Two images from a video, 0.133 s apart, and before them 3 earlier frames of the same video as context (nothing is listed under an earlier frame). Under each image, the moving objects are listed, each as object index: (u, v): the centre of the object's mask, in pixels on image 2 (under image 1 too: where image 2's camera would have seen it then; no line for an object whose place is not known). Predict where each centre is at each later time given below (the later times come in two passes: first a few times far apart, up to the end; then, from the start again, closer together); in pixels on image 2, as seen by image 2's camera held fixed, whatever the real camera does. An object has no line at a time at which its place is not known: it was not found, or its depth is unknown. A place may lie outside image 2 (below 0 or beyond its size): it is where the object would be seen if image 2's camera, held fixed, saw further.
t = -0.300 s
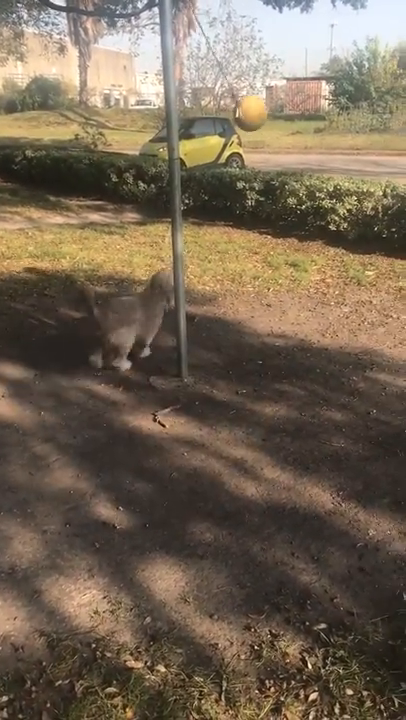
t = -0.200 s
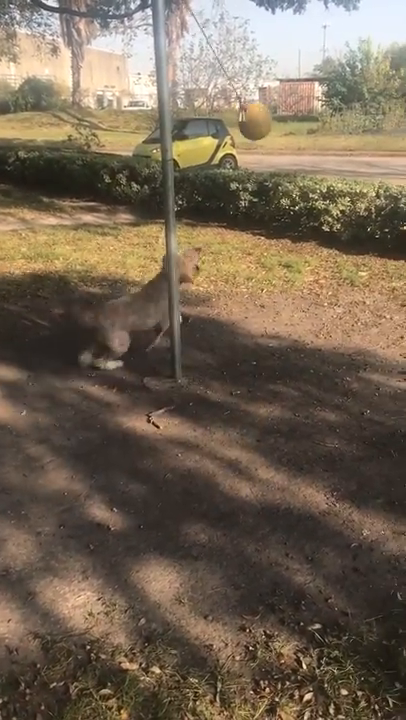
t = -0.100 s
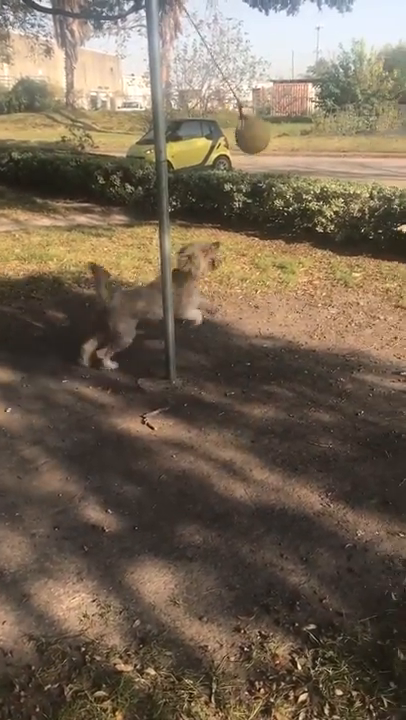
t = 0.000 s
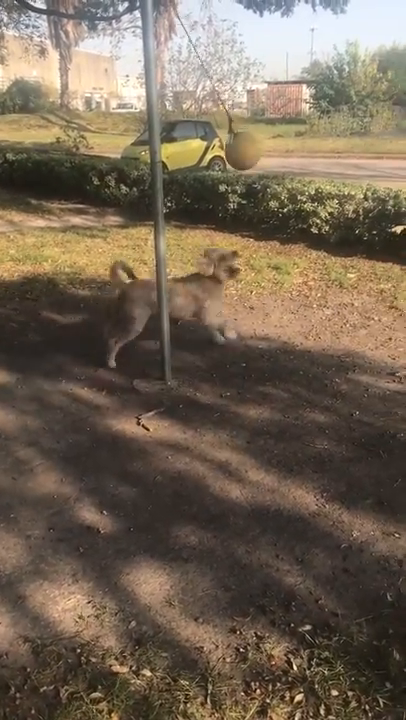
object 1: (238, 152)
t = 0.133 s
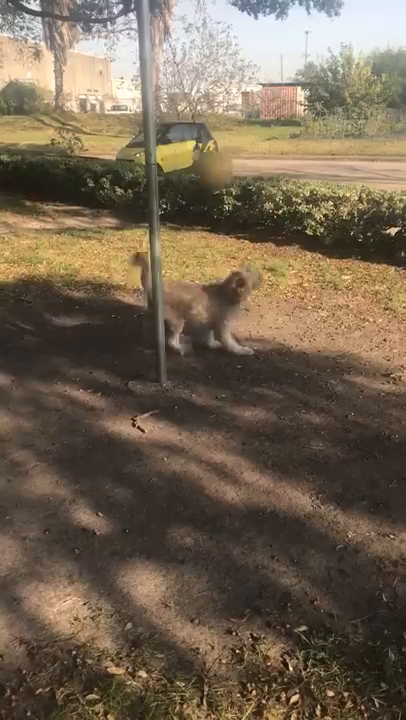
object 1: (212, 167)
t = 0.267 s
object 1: (170, 173)
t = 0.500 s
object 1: (80, 146)
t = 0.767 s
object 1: (36, 132)
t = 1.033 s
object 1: (78, 160)
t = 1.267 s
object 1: (165, 158)
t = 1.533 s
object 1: (223, 131)
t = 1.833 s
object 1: (211, 150)
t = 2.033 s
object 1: (144, 166)
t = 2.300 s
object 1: (87, 132)
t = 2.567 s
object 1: (119, 152)
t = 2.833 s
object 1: (131, 153)
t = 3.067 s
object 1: (131, 158)
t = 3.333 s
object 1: (127, 160)
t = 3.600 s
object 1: (133, 165)
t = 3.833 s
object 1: (161, 168)
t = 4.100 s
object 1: (182, 167)
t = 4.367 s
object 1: (169, 166)
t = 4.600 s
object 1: (131, 167)
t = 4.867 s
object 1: (102, 170)
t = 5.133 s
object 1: (111, 174)
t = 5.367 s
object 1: (148, 179)
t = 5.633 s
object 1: (191, 178)
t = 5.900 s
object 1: (203, 172)
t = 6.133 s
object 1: (183, 170)
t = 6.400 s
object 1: (137, 173)
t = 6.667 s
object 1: (95, 177)
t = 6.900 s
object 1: (75, 180)
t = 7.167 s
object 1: (89, 185)
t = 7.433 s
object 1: (139, 187)
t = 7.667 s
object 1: (186, 188)
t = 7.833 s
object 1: (209, 186)
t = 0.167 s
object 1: (205, 173)
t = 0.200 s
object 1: (194, 174)
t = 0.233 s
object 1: (181, 173)
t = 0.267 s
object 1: (170, 173)
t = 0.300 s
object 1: (155, 172)
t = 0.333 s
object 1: (143, 168)
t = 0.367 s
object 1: (130, 165)
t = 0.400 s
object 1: (116, 160)
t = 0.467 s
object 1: (92, 148)
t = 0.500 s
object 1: (80, 146)
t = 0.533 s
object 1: (70, 139)
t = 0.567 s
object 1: (60, 136)
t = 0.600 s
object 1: (53, 133)
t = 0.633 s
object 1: (48, 132)
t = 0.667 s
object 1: (43, 131)
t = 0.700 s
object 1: (39, 131)
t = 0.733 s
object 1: (37, 131)
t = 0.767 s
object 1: (36, 132)
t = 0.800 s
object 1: (37, 135)
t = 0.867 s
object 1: (42, 140)
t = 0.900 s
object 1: (45, 145)
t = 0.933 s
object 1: (52, 147)
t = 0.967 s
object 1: (61, 152)
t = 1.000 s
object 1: (69, 156)
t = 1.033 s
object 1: (78, 160)
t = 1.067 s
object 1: (90, 162)
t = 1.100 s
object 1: (101, 163)
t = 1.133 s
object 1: (110, 166)
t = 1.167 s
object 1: (123, 167)
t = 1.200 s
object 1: (133, 166)
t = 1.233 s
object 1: (139, 164)
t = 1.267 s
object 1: (165, 158)
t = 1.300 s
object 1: (172, 158)
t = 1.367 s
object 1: (190, 149)
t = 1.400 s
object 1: (199, 146)
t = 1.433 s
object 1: (207, 140)
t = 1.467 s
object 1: (214, 136)
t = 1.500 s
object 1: (219, 133)
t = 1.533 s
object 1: (223, 131)
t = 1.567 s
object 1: (226, 129)
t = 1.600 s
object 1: (229, 128)
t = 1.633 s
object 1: (230, 129)
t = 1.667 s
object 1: (230, 130)
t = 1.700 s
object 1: (229, 132)
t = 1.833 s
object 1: (211, 150)
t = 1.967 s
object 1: (172, 166)
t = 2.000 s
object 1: (157, 167)
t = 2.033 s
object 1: (144, 166)
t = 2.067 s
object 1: (132, 164)
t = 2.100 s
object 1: (121, 159)
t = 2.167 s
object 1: (103, 149)
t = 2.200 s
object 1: (96, 144)
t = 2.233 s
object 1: (92, 139)
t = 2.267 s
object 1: (88, 135)
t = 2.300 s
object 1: (87, 132)
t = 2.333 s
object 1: (87, 131)
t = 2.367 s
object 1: (88, 131)
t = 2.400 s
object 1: (90, 133)
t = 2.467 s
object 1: (98, 139)
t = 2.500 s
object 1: (104, 144)
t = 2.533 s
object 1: (110, 148)
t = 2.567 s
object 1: (119, 152)
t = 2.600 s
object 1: (127, 157)
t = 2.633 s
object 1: (131, 161)
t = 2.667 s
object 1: (131, 158)
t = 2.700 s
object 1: (130, 157)
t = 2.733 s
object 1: (131, 155)
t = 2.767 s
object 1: (131, 154)
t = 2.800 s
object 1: (131, 154)
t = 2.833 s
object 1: (131, 153)
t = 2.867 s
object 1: (132, 154)
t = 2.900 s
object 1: (132, 156)
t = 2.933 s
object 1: (132, 157)
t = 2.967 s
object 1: (132, 158)
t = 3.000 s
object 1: (132, 158)
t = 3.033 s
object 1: (132, 157)
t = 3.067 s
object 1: (131, 158)
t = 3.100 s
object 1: (130, 158)
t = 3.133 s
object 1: (129, 159)
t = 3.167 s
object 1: (129, 159)
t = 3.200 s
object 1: (129, 159)
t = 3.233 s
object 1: (128, 160)
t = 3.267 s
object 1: (127, 160)
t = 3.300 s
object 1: (127, 160)
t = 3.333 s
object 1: (127, 160)
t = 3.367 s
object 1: (126, 161)
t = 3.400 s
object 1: (126, 162)
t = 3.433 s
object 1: (126, 162)
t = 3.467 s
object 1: (127, 163)
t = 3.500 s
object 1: (128, 163)
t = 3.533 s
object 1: (129, 164)
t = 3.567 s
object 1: (130, 165)
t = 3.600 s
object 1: (133, 165)
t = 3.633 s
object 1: (135, 166)
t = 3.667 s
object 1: (140, 167)
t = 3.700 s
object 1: (142, 168)
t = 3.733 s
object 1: (147, 169)
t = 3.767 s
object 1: (152, 169)
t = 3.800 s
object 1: (156, 169)
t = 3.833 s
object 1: (161, 168)
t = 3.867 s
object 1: (164, 168)
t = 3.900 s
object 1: (166, 169)
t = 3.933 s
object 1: (174, 168)
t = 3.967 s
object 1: (176, 168)
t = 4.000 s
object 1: (178, 167)
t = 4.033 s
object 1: (180, 167)
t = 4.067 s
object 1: (181, 167)
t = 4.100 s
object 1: (182, 167)
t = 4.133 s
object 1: (182, 166)
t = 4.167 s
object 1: (181, 166)
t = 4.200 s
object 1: (180, 167)
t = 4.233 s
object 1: (178, 166)
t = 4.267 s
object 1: (176, 166)
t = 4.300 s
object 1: (174, 166)
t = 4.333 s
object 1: (172, 166)
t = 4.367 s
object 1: (169, 166)
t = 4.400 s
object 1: (166, 166)
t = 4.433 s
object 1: (157, 166)
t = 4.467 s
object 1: (149, 167)
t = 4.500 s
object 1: (144, 168)
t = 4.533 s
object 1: (137, 168)
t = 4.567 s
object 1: (134, 168)
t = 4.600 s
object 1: (131, 167)
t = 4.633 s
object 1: (126, 169)
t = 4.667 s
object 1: (122, 169)
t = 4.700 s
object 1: (116, 169)
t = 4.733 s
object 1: (113, 169)
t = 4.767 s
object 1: (110, 169)
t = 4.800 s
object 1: (106, 169)
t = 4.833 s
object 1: (104, 169)
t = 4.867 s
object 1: (102, 170)
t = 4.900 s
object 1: (101, 170)
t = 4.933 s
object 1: (100, 170)
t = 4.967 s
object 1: (100, 171)
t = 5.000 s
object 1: (100, 172)
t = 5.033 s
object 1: (102, 171)
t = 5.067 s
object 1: (103, 171)
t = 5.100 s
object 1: (107, 173)
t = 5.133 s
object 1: (111, 174)
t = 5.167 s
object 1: (114, 175)
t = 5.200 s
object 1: (120, 176)
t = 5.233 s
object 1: (126, 176)
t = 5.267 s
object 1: (130, 177)
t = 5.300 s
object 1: (134, 177)
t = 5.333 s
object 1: (143, 178)
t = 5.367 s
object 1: (148, 179)
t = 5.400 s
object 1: (154, 179)
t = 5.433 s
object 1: (161, 178)
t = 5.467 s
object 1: (165, 178)
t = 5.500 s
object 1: (173, 178)
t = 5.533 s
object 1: (177, 179)
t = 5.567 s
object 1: (181, 179)
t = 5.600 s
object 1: (188, 177)
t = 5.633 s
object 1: (191, 178)
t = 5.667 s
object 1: (195, 177)
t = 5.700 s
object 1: (197, 176)
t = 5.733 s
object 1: (200, 176)
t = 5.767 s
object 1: (202, 174)
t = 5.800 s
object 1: (202, 174)
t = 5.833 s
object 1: (204, 173)
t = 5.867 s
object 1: (204, 172)
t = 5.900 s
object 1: (203, 172)
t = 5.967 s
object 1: (201, 171)
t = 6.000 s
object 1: (198, 171)
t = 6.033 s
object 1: (195, 171)
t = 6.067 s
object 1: (191, 171)
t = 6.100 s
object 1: (187, 171)
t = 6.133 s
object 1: (183, 170)
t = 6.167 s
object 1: (178, 170)
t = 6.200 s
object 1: (174, 171)
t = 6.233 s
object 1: (170, 172)
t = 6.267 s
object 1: (167, 172)
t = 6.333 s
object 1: (147, 172)
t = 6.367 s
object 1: (138, 172)
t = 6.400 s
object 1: (137, 173)
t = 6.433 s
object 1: (133, 172)
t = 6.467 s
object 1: (129, 174)
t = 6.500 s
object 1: (121, 174)
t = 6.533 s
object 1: (116, 174)
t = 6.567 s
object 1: (111, 175)
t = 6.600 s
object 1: (106, 175)
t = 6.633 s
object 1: (100, 176)
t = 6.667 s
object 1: (95, 177)
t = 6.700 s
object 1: (90, 177)
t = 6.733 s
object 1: (86, 178)
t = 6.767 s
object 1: (83, 179)
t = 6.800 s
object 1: (80, 179)
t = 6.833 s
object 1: (78, 179)
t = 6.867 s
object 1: (76, 180)
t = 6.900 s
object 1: (75, 180)
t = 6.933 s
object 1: (75, 181)
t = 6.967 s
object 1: (75, 182)
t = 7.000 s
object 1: (76, 182)
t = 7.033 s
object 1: (77, 183)
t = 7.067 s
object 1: (79, 183)
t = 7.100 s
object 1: (82, 184)
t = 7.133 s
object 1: (85, 184)
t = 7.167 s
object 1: (89, 185)
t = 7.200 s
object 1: (94, 186)
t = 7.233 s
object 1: (99, 186)
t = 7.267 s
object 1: (105, 186)
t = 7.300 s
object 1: (111, 186)
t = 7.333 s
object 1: (117, 187)
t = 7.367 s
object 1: (124, 187)
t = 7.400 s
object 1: (131, 188)
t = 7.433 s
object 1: (139, 187)
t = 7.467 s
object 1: (145, 187)
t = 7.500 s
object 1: (153, 188)
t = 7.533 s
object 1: (160, 189)
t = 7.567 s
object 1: (168, 189)
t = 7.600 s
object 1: (174, 189)
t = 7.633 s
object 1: (181, 189)
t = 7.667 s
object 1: (186, 188)
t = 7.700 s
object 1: (191, 188)
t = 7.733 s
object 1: (197, 187)
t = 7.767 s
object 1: (202, 187)
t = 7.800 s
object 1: (205, 187)
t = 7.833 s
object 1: (209, 186)
